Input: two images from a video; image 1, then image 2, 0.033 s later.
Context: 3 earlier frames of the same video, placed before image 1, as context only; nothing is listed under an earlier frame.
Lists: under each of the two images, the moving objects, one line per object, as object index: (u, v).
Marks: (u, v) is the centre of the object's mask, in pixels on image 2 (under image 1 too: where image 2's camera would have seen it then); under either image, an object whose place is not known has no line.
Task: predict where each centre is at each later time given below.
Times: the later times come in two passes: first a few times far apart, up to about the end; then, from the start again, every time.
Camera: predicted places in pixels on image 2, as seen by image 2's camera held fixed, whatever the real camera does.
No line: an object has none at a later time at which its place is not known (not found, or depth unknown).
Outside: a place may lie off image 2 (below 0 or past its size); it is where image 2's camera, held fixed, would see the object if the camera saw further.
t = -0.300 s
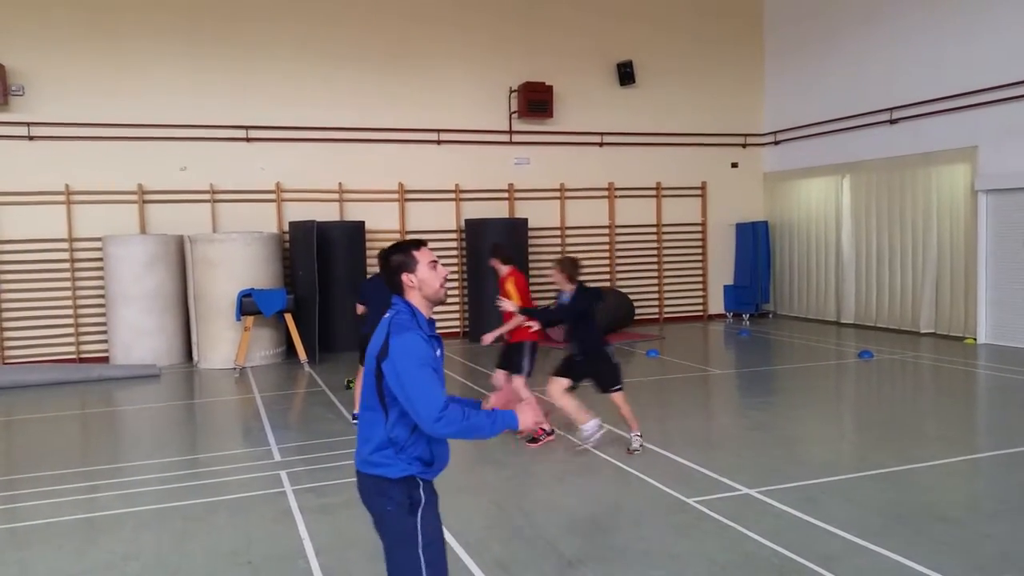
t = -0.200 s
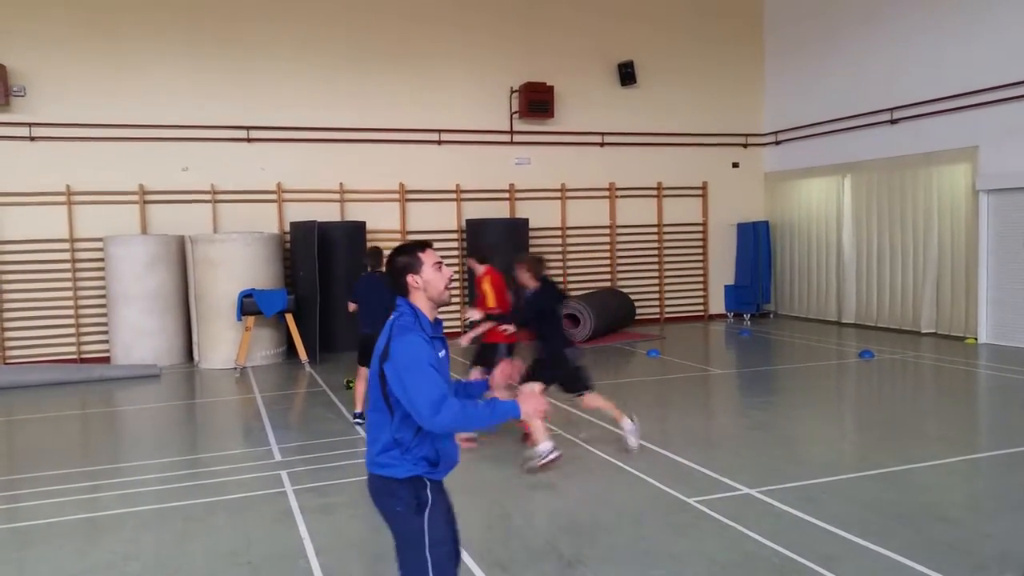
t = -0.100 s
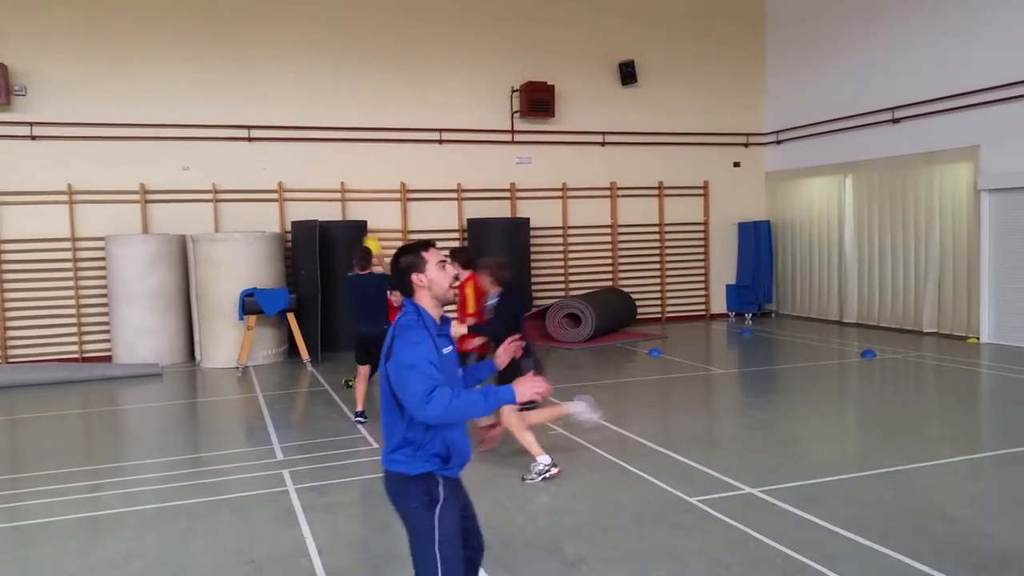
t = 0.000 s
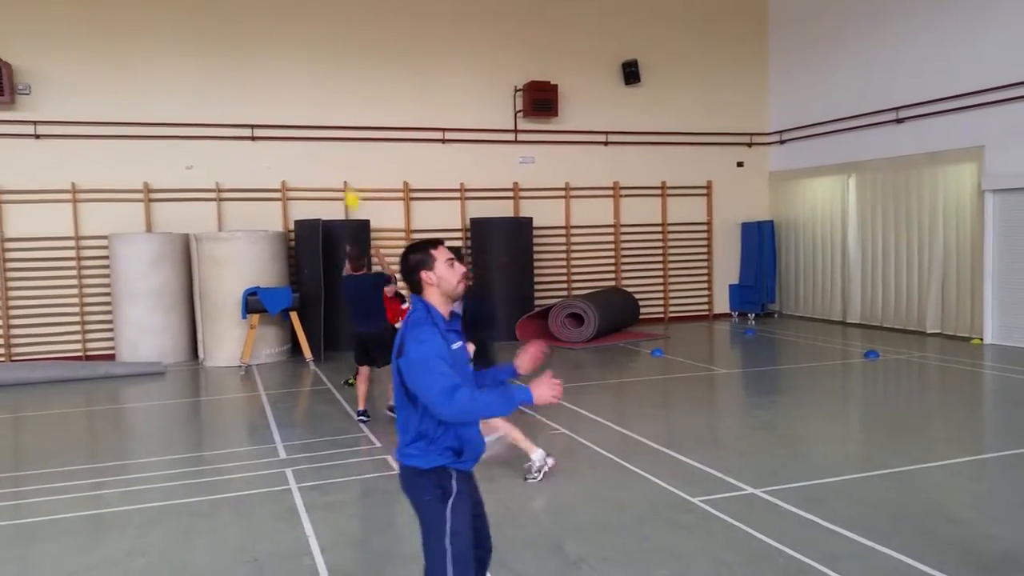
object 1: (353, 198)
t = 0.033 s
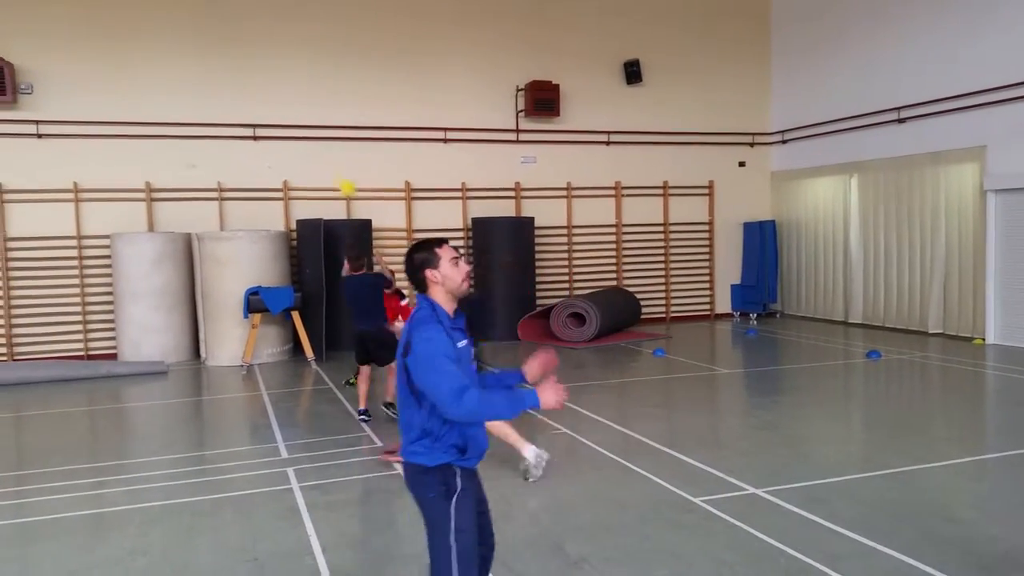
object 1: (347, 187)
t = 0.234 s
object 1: (297, 129)
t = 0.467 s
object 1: (241, 113)
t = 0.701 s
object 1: (183, 165)
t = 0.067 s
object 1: (338, 175)
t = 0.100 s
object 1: (331, 163)
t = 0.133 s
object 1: (324, 153)
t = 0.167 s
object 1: (314, 144)
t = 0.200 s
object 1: (306, 135)
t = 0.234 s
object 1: (297, 129)
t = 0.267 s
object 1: (289, 123)
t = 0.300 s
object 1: (281, 118)
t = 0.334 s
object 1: (274, 114)
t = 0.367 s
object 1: (265, 112)
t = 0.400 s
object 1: (257, 112)
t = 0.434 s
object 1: (249, 112)
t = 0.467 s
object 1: (241, 113)
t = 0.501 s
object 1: (233, 116)
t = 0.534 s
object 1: (224, 120)
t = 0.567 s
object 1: (216, 127)
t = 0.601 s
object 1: (208, 134)
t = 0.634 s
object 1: (199, 143)
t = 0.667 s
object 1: (191, 154)
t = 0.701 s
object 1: (183, 165)
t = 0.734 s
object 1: (175, 180)
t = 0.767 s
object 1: (167, 193)
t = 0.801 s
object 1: (160, 210)
